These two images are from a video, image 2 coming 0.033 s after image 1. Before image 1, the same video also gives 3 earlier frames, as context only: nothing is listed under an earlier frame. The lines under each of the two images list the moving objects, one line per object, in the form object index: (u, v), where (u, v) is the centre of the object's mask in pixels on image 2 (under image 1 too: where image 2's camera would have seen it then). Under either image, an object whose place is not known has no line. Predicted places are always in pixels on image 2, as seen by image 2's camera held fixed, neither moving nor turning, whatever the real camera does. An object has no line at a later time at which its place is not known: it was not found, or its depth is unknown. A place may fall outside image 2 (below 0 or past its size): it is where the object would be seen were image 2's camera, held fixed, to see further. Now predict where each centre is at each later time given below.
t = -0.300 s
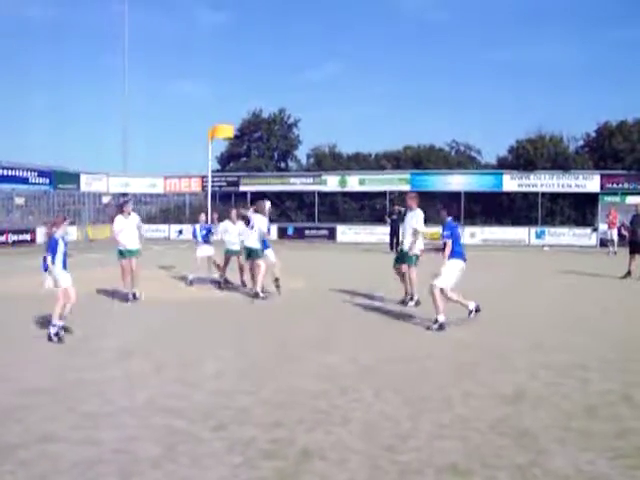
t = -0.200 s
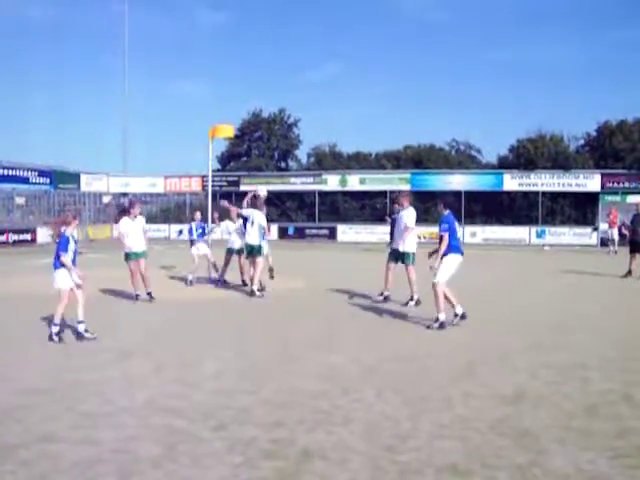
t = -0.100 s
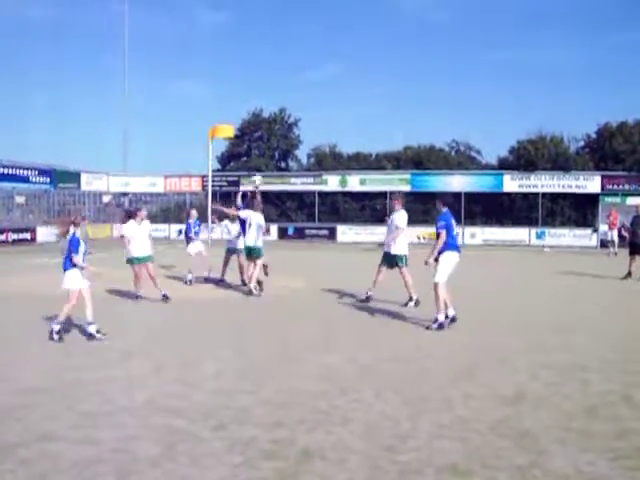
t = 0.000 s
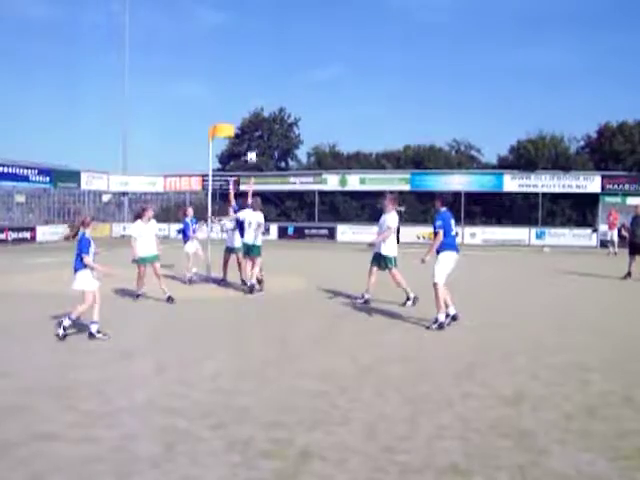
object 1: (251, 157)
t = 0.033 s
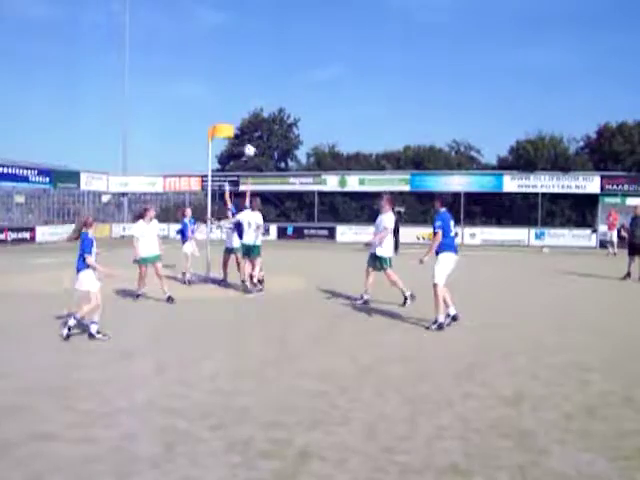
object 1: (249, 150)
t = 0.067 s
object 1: (247, 144)
